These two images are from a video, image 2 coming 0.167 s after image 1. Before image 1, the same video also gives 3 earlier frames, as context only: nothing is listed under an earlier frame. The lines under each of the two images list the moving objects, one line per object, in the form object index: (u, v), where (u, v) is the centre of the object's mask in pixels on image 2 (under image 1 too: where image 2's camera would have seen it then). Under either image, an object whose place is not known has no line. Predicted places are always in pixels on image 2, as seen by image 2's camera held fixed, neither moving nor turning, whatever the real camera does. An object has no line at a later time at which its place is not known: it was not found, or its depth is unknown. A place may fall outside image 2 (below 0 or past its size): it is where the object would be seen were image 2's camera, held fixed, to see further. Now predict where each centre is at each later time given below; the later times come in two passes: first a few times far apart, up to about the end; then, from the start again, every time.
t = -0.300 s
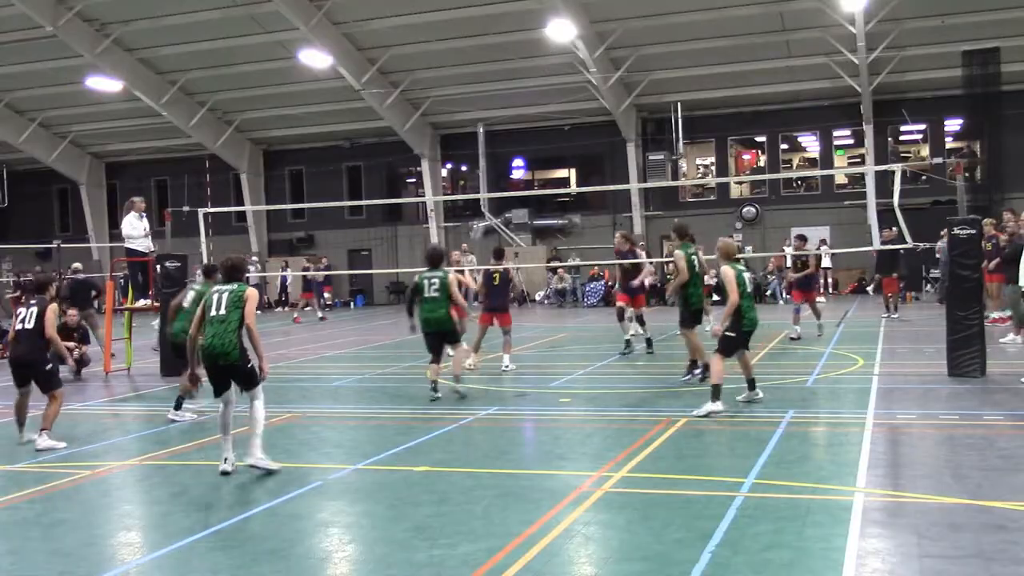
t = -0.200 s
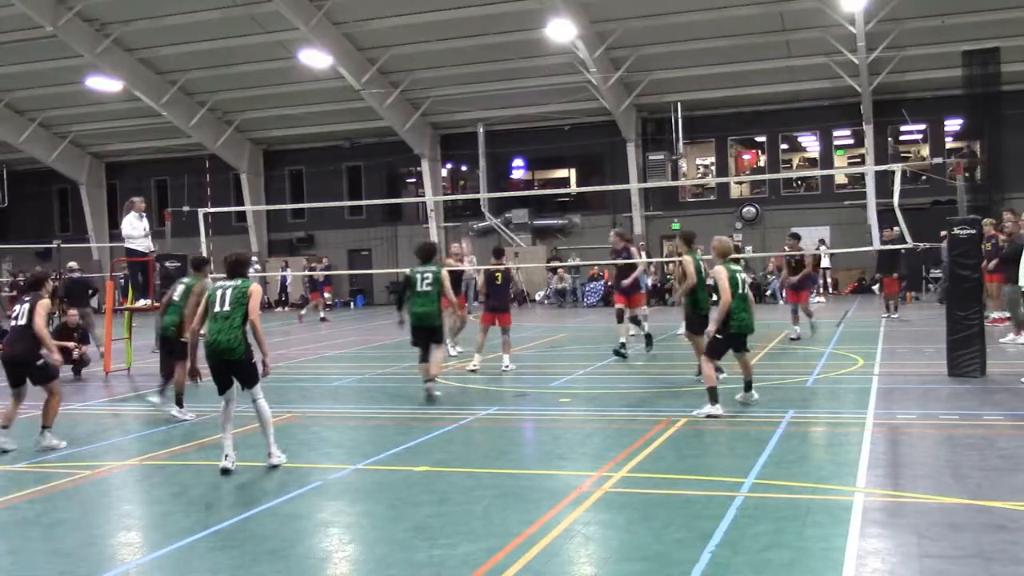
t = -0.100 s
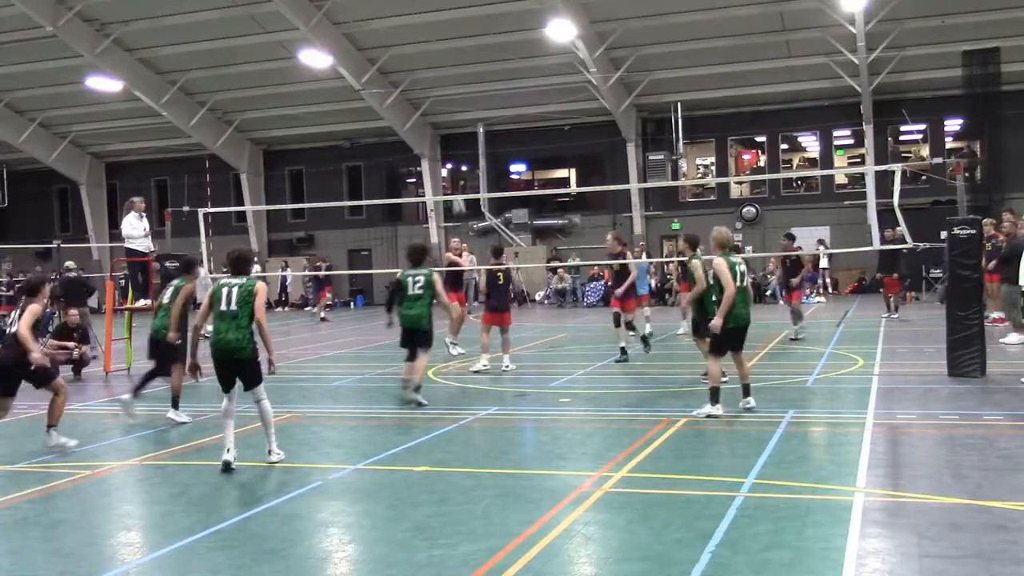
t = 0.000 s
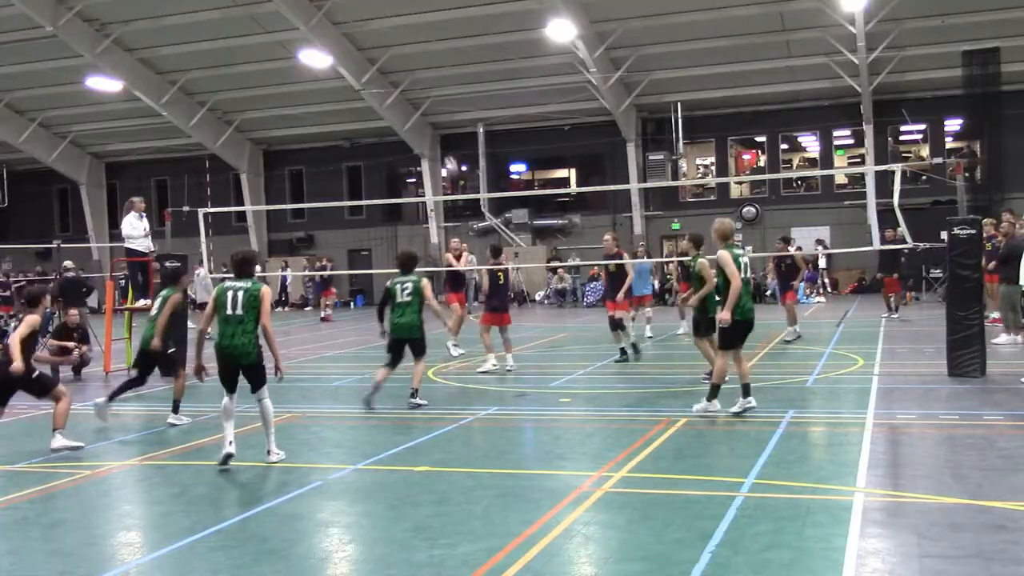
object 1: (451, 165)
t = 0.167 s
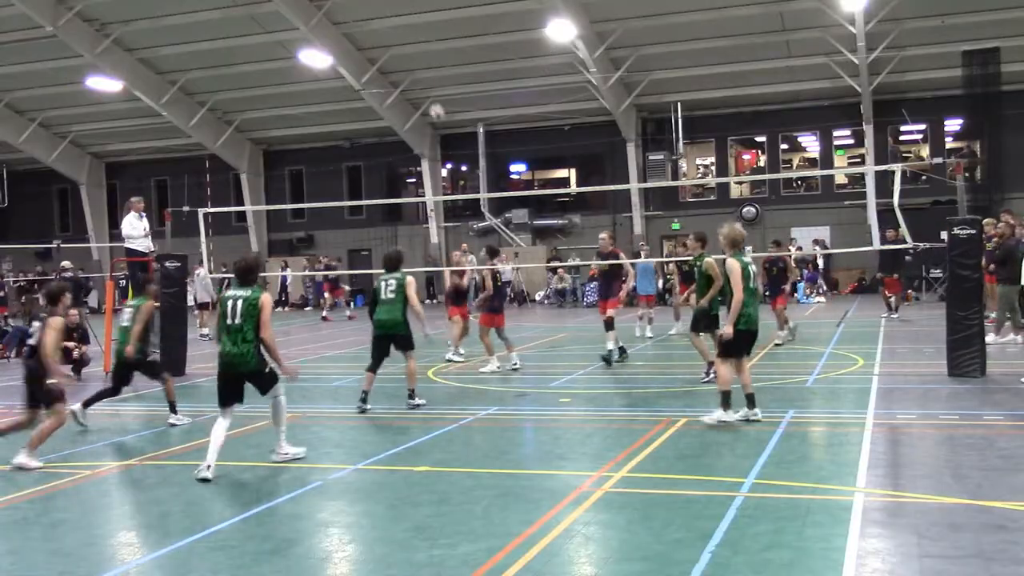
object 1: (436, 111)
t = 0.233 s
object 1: (430, 95)
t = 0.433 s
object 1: (413, 61)
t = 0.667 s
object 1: (392, 57)
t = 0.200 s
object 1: (434, 103)
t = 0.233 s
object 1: (430, 95)
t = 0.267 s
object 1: (427, 87)
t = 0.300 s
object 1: (425, 80)
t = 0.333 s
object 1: (422, 74)
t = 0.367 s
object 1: (418, 69)
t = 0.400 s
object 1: (416, 65)
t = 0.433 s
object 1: (413, 61)
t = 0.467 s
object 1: (410, 58)
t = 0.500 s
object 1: (408, 55)
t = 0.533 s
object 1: (404, 53)
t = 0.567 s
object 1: (401, 53)
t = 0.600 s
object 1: (398, 53)
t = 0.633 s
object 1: (396, 54)
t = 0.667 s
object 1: (392, 57)
